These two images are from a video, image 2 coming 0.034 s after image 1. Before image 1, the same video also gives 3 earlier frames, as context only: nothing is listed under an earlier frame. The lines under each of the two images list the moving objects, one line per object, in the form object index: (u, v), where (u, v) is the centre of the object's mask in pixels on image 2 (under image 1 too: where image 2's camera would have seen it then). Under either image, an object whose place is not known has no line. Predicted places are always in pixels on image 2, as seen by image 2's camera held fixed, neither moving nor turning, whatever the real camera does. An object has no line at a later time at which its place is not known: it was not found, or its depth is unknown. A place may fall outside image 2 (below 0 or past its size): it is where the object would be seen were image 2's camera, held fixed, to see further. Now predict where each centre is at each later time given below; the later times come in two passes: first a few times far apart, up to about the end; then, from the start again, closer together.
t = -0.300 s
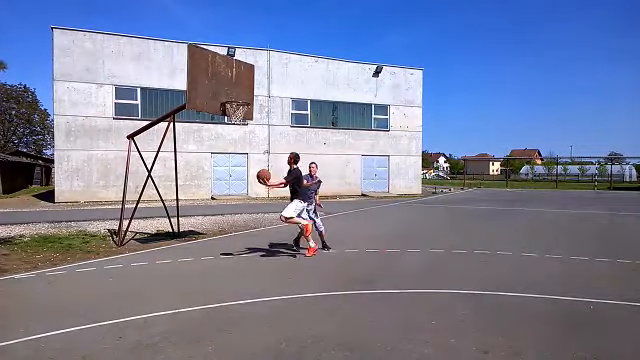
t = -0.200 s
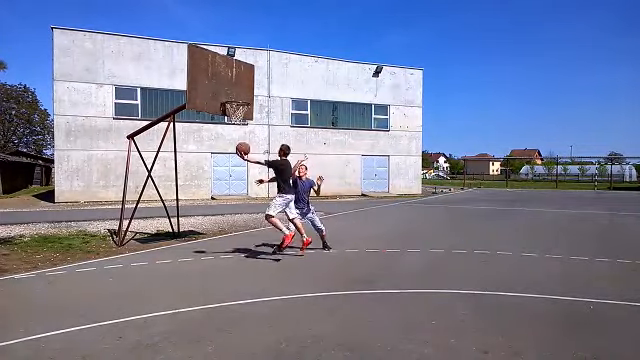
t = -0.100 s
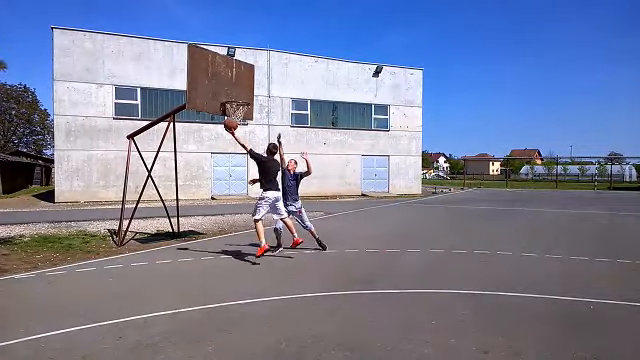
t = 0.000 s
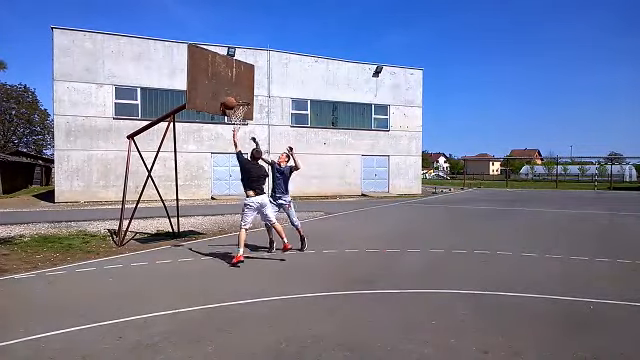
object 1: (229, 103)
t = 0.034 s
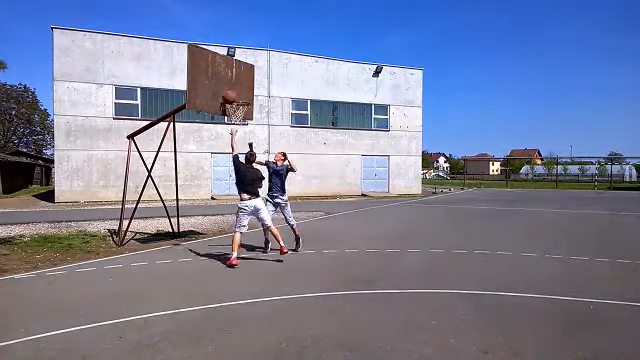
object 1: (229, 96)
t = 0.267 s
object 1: (226, 74)
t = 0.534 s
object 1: (223, 84)
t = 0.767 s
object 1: (236, 104)
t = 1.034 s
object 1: (247, 125)
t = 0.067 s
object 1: (229, 90)
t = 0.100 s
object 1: (228, 87)
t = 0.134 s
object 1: (227, 83)
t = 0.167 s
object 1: (227, 80)
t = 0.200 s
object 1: (227, 78)
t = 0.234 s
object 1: (226, 76)
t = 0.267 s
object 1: (226, 74)
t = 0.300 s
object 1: (226, 74)
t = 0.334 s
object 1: (226, 74)
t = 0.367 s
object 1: (226, 74)
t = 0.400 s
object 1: (225, 75)
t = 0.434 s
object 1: (225, 77)
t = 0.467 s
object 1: (224, 79)
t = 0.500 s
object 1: (224, 81)
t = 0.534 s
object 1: (223, 84)
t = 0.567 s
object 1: (223, 88)
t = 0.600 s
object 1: (225, 90)
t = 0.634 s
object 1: (228, 92)
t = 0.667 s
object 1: (230, 94)
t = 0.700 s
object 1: (233, 97)
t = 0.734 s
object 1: (236, 101)
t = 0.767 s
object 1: (236, 104)
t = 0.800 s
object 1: (236, 109)
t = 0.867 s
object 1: (244, 119)
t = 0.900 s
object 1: (244, 119)
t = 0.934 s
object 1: (247, 120)
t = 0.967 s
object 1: (247, 120)
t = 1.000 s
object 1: (247, 122)
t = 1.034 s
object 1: (247, 125)
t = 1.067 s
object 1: (248, 128)
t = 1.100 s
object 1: (248, 132)
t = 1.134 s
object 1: (248, 137)
